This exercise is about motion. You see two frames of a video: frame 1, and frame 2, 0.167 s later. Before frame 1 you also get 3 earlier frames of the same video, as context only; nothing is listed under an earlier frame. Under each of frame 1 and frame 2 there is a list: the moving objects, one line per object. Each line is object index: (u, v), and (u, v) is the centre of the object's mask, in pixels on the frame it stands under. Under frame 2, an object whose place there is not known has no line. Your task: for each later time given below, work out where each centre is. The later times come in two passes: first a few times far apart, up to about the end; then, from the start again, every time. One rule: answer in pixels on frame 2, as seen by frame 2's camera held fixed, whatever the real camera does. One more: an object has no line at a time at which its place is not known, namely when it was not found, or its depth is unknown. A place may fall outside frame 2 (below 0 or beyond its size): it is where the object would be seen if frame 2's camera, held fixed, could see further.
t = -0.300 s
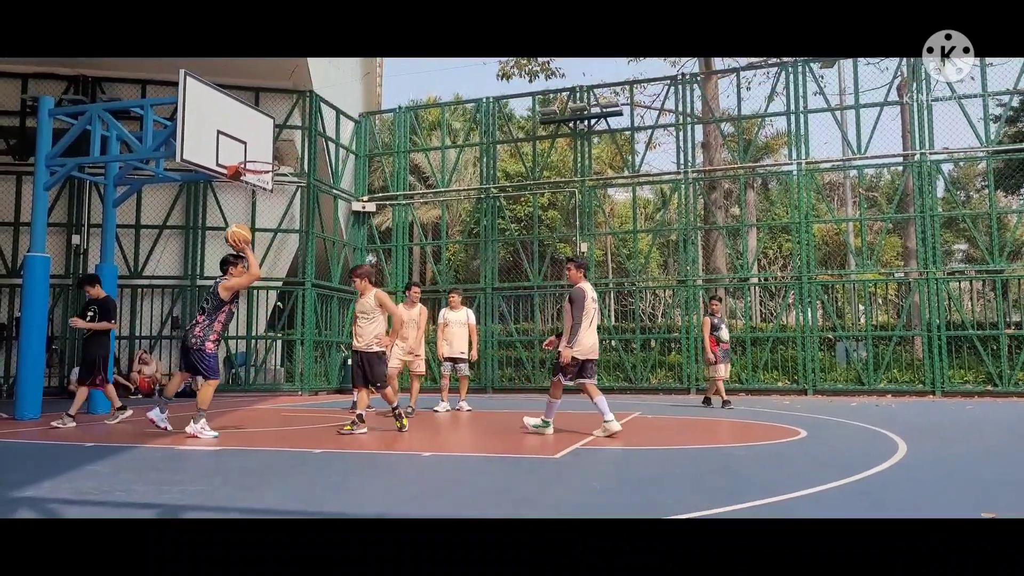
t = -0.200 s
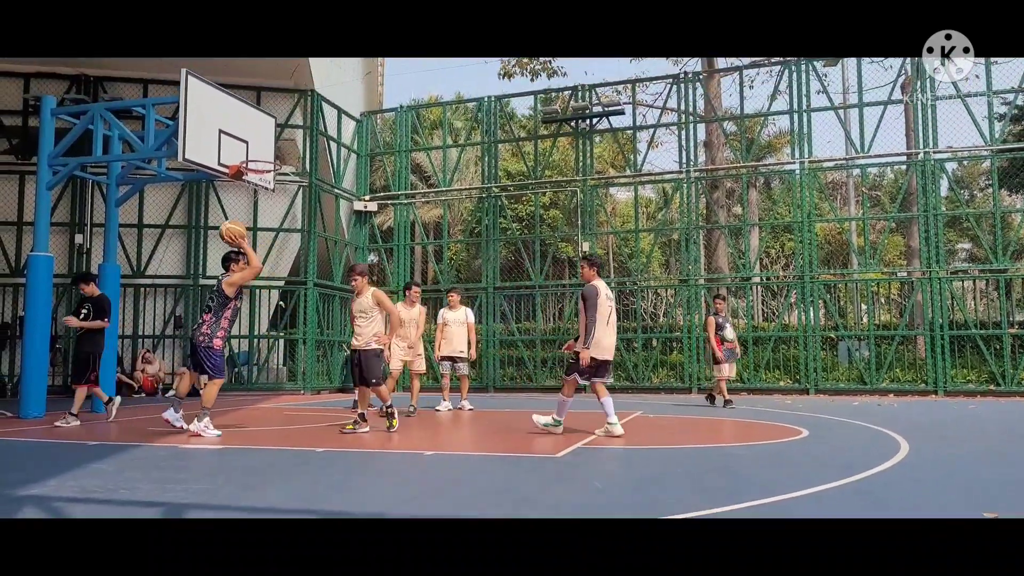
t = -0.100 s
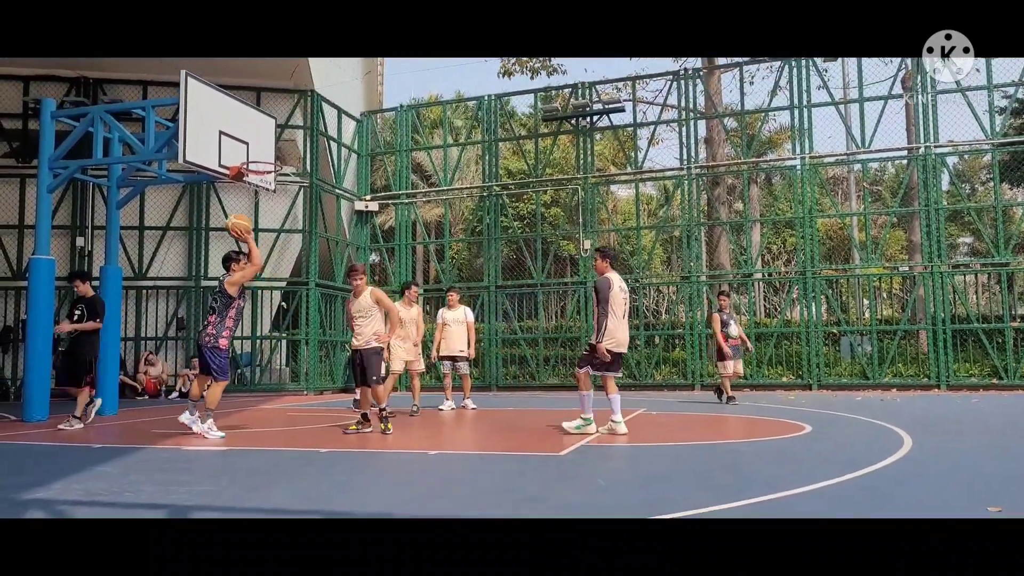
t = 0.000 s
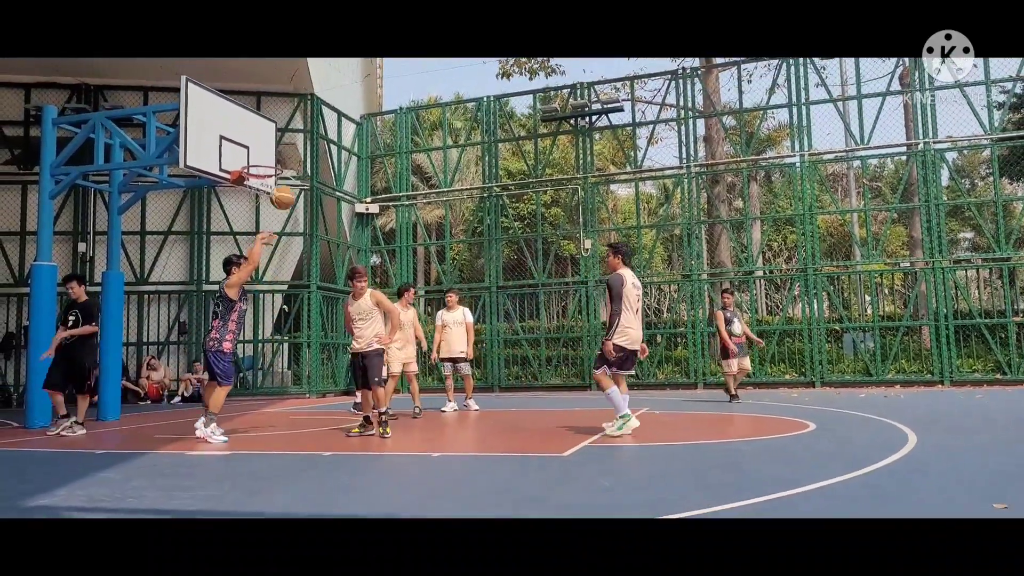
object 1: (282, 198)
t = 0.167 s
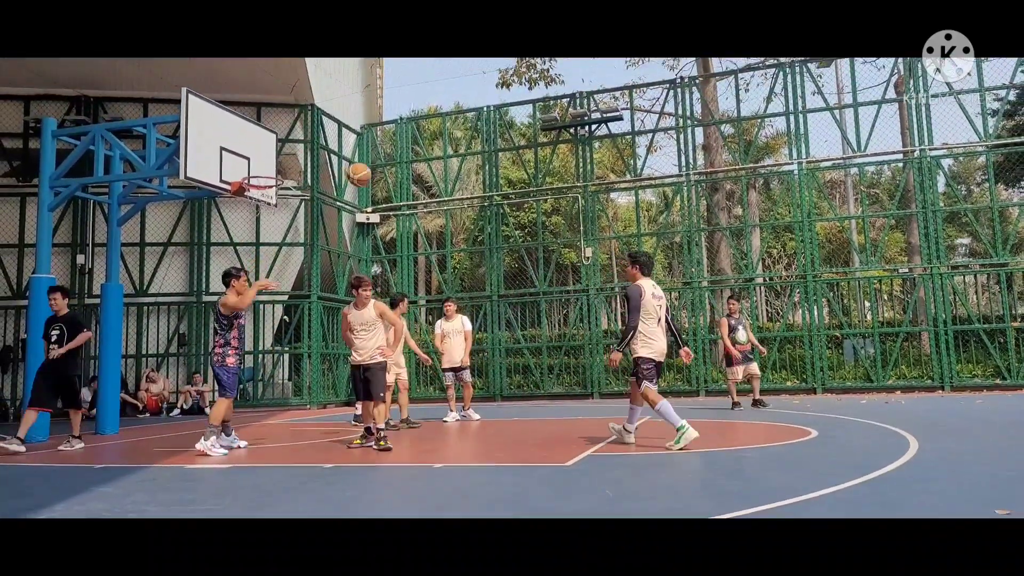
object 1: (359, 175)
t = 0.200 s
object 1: (375, 172)
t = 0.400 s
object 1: (456, 172)
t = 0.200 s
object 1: (375, 172)
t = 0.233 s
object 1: (390, 169)
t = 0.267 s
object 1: (404, 168)
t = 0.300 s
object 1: (418, 169)
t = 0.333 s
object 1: (432, 169)
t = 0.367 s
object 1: (444, 170)
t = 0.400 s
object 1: (456, 172)
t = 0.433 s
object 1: (469, 176)
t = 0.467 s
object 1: (481, 181)
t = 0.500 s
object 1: (492, 187)
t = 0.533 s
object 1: (505, 194)
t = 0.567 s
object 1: (518, 203)
